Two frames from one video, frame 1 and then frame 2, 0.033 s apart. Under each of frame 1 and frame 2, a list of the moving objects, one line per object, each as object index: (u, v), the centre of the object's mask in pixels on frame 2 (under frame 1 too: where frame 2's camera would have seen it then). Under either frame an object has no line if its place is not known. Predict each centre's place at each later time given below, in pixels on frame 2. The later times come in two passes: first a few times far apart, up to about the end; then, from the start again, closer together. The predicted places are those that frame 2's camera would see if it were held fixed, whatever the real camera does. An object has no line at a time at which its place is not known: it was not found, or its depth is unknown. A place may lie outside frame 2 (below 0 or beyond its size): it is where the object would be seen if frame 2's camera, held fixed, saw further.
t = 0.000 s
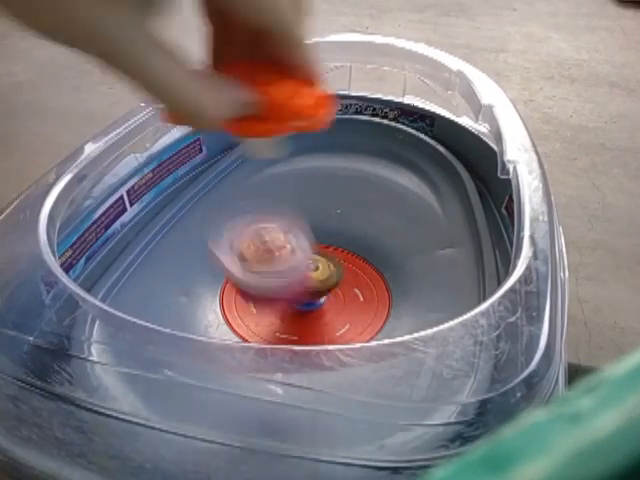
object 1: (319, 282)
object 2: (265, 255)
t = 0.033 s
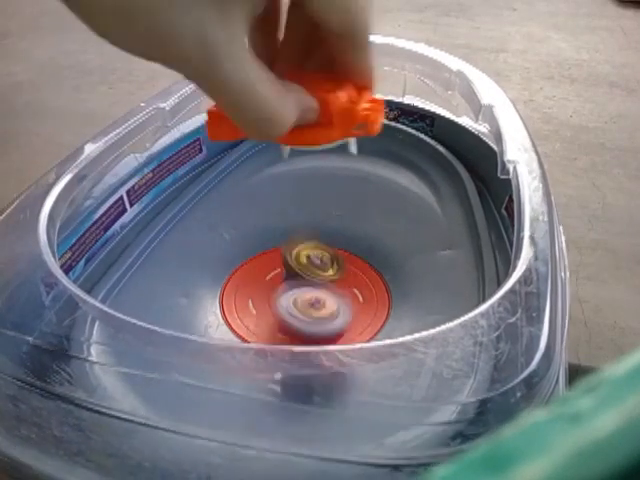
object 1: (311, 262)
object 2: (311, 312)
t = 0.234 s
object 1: (316, 89)
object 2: (401, 259)
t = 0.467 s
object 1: (356, 176)
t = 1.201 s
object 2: (386, 225)
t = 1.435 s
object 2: (452, 228)
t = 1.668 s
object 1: (202, 321)
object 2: (421, 232)
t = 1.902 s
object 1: (178, 284)
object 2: (380, 268)
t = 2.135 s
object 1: (146, 222)
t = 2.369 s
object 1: (149, 201)
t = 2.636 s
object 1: (264, 210)
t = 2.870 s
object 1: (300, 216)
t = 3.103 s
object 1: (343, 272)
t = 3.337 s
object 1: (361, 307)
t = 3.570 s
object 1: (288, 275)
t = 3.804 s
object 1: (243, 239)
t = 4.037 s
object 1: (271, 236)
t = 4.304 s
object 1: (313, 226)
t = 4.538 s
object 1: (340, 257)
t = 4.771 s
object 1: (286, 291)
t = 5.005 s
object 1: (241, 297)
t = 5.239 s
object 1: (292, 277)
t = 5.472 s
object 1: (310, 252)
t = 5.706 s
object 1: (296, 243)
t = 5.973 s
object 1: (232, 252)
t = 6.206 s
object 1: (256, 286)
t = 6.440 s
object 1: (299, 305)
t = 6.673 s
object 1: (268, 318)
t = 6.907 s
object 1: (177, 309)
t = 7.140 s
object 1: (141, 273)
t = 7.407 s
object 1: (202, 232)
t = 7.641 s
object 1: (327, 302)
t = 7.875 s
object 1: (438, 294)
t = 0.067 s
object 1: (313, 219)
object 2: (343, 297)
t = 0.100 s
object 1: (313, 177)
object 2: (373, 288)
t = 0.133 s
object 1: (313, 151)
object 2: (394, 283)
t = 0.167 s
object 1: (312, 136)
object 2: (400, 272)
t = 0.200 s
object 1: (314, 105)
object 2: (402, 264)
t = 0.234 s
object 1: (316, 89)
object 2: (401, 259)
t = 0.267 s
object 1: (322, 92)
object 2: (400, 255)
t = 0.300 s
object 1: (328, 115)
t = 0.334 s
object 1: (332, 135)
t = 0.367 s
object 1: (337, 143)
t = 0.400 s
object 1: (342, 153)
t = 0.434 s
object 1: (349, 165)
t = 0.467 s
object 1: (356, 176)
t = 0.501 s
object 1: (368, 190)
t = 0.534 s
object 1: (378, 200)
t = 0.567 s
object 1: (390, 214)
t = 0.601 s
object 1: (402, 225)
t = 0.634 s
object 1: (416, 237)
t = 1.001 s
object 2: (270, 257)
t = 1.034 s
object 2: (282, 241)
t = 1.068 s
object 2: (298, 228)
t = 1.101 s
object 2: (317, 218)
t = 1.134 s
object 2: (339, 220)
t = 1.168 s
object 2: (362, 223)
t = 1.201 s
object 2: (386, 225)
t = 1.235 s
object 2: (411, 228)
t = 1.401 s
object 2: (465, 226)
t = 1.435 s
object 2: (452, 228)
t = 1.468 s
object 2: (443, 229)
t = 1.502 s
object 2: (435, 232)
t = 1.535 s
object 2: (431, 232)
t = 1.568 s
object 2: (429, 232)
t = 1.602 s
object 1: (223, 329)
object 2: (428, 231)
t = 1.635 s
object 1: (213, 325)
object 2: (426, 230)
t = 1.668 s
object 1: (202, 321)
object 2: (421, 232)
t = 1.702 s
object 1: (193, 316)
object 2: (418, 233)
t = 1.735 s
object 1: (187, 311)
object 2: (414, 233)
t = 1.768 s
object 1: (183, 307)
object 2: (409, 235)
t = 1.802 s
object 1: (180, 301)
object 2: (404, 238)
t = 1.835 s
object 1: (179, 297)
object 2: (398, 244)
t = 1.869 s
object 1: (179, 291)
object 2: (390, 251)
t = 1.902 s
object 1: (178, 284)
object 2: (380, 268)
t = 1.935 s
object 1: (181, 276)
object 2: (362, 287)
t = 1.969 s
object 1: (185, 269)
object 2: (339, 293)
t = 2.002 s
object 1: (188, 263)
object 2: (315, 294)
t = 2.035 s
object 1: (193, 257)
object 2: (292, 293)
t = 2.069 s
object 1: (199, 253)
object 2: (275, 279)
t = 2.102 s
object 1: (160, 235)
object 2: (305, 278)
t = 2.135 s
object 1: (146, 222)
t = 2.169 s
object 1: (140, 221)
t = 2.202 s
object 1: (133, 216)
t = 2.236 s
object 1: (134, 209)
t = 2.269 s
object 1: (142, 213)
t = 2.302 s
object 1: (147, 210)
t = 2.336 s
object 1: (151, 205)
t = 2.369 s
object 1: (149, 201)
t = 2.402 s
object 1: (149, 196)
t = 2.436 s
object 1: (158, 191)
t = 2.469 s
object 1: (174, 191)
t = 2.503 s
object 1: (195, 199)
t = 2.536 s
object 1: (211, 198)
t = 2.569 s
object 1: (232, 204)
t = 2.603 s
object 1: (246, 206)
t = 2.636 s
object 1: (264, 210)
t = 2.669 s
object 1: (277, 217)
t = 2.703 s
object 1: (283, 216)
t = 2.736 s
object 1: (282, 211)
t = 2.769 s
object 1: (285, 210)
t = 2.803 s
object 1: (290, 209)
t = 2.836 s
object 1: (293, 212)
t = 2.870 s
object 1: (300, 216)
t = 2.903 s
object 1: (304, 223)
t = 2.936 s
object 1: (308, 232)
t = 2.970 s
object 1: (316, 238)
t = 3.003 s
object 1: (323, 247)
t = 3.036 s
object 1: (328, 256)
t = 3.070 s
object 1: (337, 264)
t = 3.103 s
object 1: (343, 272)
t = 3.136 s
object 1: (347, 280)
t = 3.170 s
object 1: (355, 289)
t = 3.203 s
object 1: (360, 298)
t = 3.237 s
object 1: (362, 304)
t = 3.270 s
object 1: (364, 306)
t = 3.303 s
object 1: (366, 305)
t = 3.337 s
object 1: (361, 307)
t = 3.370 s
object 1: (356, 308)
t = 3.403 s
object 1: (345, 305)
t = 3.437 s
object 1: (334, 299)
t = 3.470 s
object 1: (320, 293)
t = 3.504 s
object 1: (311, 286)
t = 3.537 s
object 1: (300, 281)
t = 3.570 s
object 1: (288, 275)
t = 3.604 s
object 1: (278, 267)
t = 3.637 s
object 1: (270, 261)
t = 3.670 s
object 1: (262, 255)
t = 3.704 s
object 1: (253, 248)
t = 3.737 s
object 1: (247, 242)
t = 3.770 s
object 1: (245, 239)
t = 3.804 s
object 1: (243, 239)
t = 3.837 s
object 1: (241, 239)
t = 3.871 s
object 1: (242, 238)
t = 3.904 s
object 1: (245, 242)
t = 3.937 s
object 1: (251, 247)
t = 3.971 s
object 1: (256, 248)
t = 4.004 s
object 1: (265, 244)
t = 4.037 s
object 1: (271, 236)
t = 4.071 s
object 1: (278, 230)
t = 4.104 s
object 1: (282, 227)
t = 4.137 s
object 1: (285, 223)
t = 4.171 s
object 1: (290, 220)
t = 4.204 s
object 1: (295, 219)
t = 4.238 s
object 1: (302, 220)
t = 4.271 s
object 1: (307, 222)
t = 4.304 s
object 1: (313, 226)
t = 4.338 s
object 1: (317, 231)
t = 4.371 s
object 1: (324, 236)
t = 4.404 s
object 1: (332, 241)
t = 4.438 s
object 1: (336, 248)
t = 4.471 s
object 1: (340, 252)
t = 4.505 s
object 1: (341, 256)
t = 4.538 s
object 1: (340, 257)
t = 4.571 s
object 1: (337, 263)
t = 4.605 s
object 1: (332, 270)
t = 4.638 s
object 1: (328, 274)
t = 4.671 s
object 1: (324, 283)
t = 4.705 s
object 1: (313, 288)
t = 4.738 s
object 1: (299, 290)
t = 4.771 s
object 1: (286, 291)
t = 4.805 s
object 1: (272, 292)
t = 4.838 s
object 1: (262, 293)
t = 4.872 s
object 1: (249, 294)
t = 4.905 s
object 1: (241, 294)
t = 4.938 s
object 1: (237, 295)
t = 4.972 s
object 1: (236, 295)
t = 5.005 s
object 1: (241, 297)
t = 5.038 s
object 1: (247, 301)
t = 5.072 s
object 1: (251, 299)
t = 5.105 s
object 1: (260, 295)
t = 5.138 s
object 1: (267, 292)
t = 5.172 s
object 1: (274, 287)
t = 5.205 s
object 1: (283, 281)
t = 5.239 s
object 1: (292, 277)
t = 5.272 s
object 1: (299, 272)
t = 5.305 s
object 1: (305, 267)
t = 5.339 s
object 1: (305, 262)
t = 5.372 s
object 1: (305, 260)
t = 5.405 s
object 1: (306, 257)
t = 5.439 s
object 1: (308, 253)
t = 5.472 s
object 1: (310, 252)
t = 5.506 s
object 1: (305, 247)
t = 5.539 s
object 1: (304, 244)
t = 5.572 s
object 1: (303, 243)
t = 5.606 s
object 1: (302, 243)
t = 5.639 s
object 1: (298, 242)
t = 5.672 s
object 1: (300, 243)
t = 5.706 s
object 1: (296, 243)
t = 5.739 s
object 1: (288, 243)
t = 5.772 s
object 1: (279, 244)
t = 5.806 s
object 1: (275, 245)
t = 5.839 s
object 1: (261, 246)
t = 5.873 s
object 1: (252, 245)
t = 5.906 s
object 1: (244, 247)
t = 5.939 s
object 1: (236, 249)
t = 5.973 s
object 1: (232, 252)
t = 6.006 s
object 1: (231, 256)
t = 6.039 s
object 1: (230, 263)
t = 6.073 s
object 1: (233, 267)
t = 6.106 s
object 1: (238, 272)
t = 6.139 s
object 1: (246, 279)
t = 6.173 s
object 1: (254, 283)
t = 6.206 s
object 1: (256, 286)
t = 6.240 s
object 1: (258, 292)
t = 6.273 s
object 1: (260, 296)
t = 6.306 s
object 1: (266, 299)
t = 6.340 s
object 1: (273, 302)
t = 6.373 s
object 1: (280, 304)
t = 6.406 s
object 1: (288, 304)
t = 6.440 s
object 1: (299, 305)
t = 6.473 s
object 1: (304, 304)
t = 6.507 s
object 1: (306, 304)
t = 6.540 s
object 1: (310, 304)
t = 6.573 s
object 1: (312, 302)
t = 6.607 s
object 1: (305, 304)
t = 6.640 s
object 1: (287, 312)
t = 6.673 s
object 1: (268, 318)
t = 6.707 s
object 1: (257, 320)
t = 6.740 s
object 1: (245, 321)
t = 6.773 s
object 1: (232, 320)
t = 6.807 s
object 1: (219, 318)
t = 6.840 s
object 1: (204, 316)
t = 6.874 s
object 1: (191, 313)
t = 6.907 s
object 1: (177, 309)
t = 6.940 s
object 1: (167, 305)
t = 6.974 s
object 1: (156, 299)
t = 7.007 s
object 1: (150, 294)
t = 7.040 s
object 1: (145, 289)
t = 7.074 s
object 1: (143, 285)
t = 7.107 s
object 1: (141, 280)
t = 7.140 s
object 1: (141, 273)
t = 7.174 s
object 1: (143, 264)
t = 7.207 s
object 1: (149, 258)
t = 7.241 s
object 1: (154, 252)
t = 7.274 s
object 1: (163, 247)
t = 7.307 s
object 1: (170, 241)
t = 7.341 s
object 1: (178, 238)
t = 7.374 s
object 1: (189, 233)
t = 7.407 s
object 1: (202, 232)
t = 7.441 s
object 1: (210, 238)
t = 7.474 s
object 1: (231, 252)
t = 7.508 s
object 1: (247, 264)
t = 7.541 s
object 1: (264, 275)
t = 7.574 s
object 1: (282, 286)
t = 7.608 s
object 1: (304, 295)
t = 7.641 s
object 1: (327, 302)
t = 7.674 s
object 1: (353, 305)
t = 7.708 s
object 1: (374, 301)
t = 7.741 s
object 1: (392, 299)
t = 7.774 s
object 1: (408, 295)
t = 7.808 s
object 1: (420, 294)
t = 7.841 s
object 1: (430, 294)
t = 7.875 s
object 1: (438, 294)
